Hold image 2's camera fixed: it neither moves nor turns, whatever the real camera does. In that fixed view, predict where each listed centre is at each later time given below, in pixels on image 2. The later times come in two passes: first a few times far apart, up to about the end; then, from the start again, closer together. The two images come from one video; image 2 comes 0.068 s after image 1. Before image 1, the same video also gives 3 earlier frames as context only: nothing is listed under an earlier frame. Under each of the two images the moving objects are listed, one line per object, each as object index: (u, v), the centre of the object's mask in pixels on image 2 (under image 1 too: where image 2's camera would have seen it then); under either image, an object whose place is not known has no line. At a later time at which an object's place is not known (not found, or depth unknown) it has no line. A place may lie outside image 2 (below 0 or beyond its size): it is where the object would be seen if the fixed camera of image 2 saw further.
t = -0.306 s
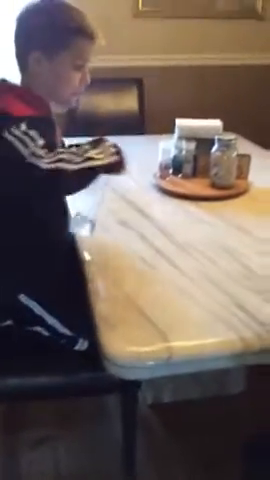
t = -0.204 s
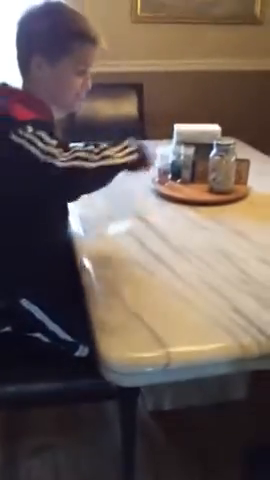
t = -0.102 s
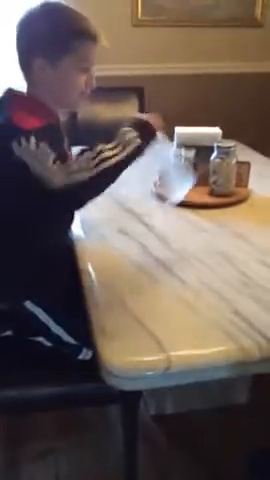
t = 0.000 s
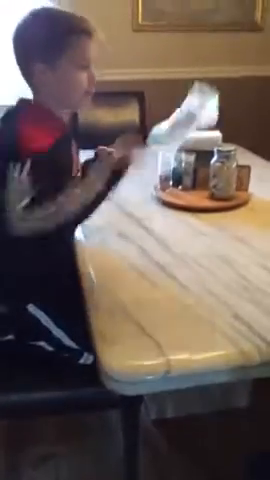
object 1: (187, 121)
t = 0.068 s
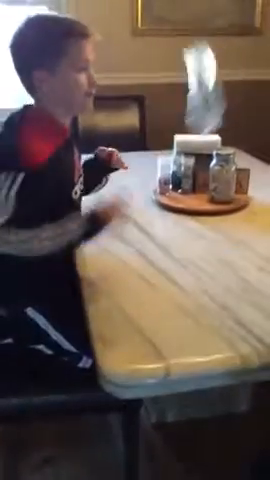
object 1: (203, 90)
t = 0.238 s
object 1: (213, 30)
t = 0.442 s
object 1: (192, 162)
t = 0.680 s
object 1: (177, 285)
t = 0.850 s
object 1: (180, 294)
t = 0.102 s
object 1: (212, 73)
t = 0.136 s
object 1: (218, 53)
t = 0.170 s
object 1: (219, 38)
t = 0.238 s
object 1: (213, 30)
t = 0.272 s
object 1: (208, 39)
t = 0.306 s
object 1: (205, 54)
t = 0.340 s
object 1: (201, 74)
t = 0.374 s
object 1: (199, 97)
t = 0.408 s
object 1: (196, 130)
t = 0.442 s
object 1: (192, 162)
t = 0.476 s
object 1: (192, 297)
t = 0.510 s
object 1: (197, 268)
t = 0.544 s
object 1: (178, 272)
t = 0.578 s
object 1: (180, 278)
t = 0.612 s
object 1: (178, 280)
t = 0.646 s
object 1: (178, 282)
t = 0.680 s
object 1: (177, 285)
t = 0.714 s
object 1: (178, 289)
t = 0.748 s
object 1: (179, 292)
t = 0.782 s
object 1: (179, 293)
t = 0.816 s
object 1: (180, 293)
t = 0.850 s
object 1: (180, 294)
